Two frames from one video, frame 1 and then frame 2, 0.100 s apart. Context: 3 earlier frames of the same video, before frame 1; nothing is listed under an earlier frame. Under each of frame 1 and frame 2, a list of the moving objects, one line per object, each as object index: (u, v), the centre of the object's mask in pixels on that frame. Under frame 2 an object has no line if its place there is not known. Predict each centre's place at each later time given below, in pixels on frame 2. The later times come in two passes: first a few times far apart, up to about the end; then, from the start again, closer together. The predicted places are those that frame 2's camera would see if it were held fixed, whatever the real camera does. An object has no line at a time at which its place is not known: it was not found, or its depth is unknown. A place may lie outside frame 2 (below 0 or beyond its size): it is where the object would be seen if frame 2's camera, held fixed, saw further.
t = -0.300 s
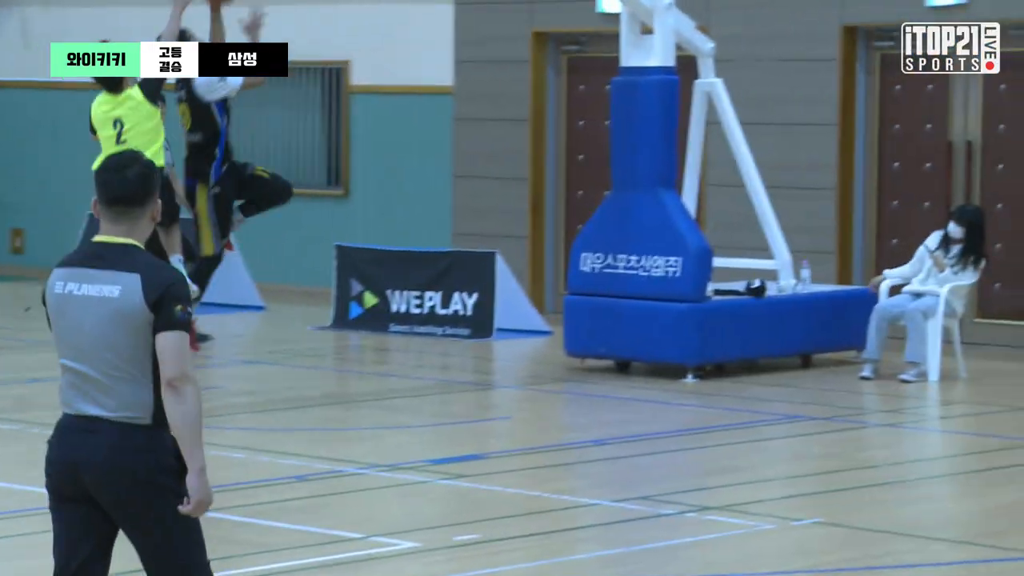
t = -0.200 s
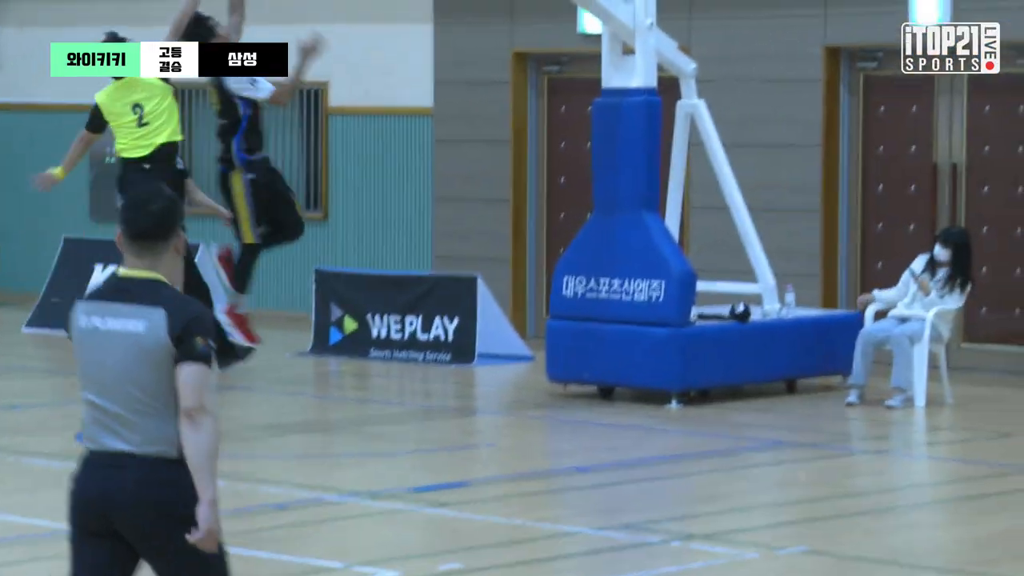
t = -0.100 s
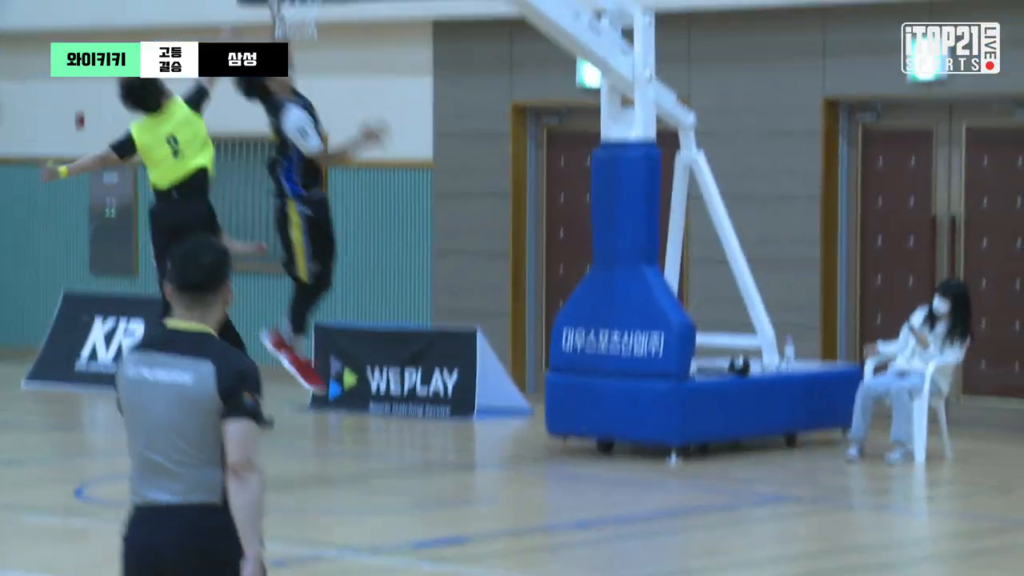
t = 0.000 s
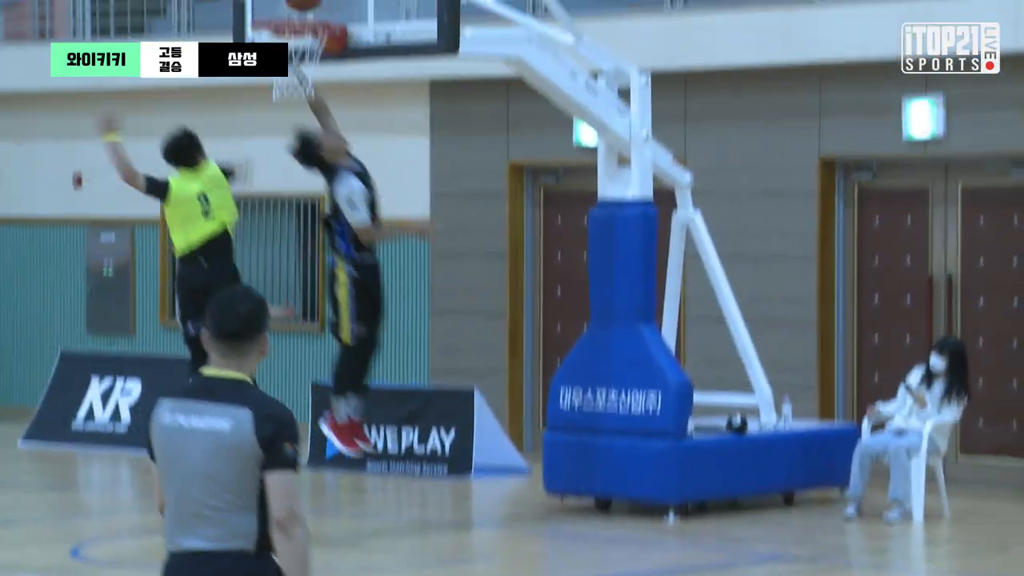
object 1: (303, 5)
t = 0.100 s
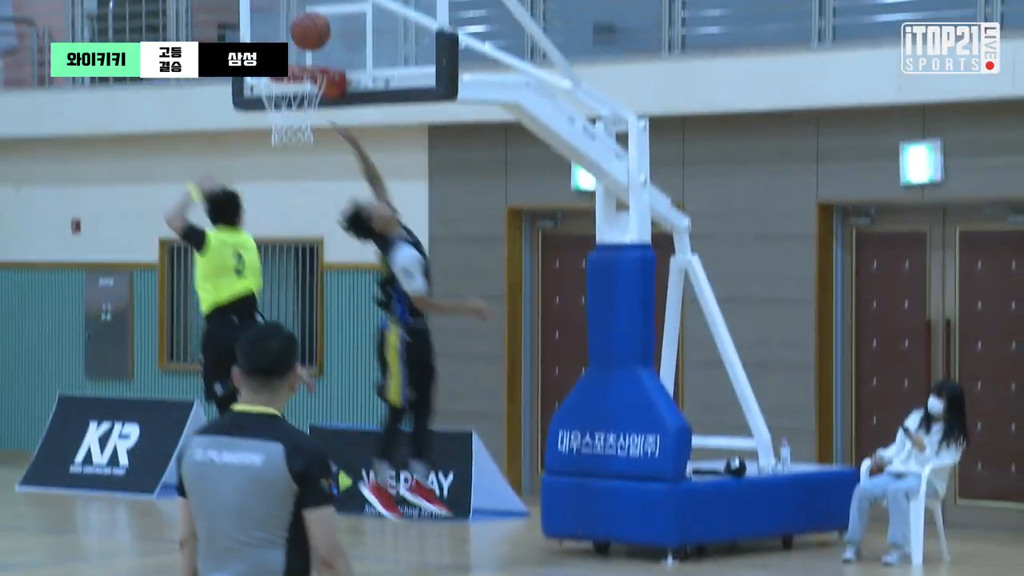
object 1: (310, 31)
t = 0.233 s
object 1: (320, 46)
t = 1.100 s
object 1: (270, 56)
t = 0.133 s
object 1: (313, 32)
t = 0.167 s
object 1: (316, 34)
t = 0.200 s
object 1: (318, 39)
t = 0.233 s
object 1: (320, 46)
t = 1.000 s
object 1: (275, 53)
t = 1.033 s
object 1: (273, 53)
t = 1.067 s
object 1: (271, 55)
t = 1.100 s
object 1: (270, 56)
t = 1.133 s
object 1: (270, 58)
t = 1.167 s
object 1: (269, 73)
